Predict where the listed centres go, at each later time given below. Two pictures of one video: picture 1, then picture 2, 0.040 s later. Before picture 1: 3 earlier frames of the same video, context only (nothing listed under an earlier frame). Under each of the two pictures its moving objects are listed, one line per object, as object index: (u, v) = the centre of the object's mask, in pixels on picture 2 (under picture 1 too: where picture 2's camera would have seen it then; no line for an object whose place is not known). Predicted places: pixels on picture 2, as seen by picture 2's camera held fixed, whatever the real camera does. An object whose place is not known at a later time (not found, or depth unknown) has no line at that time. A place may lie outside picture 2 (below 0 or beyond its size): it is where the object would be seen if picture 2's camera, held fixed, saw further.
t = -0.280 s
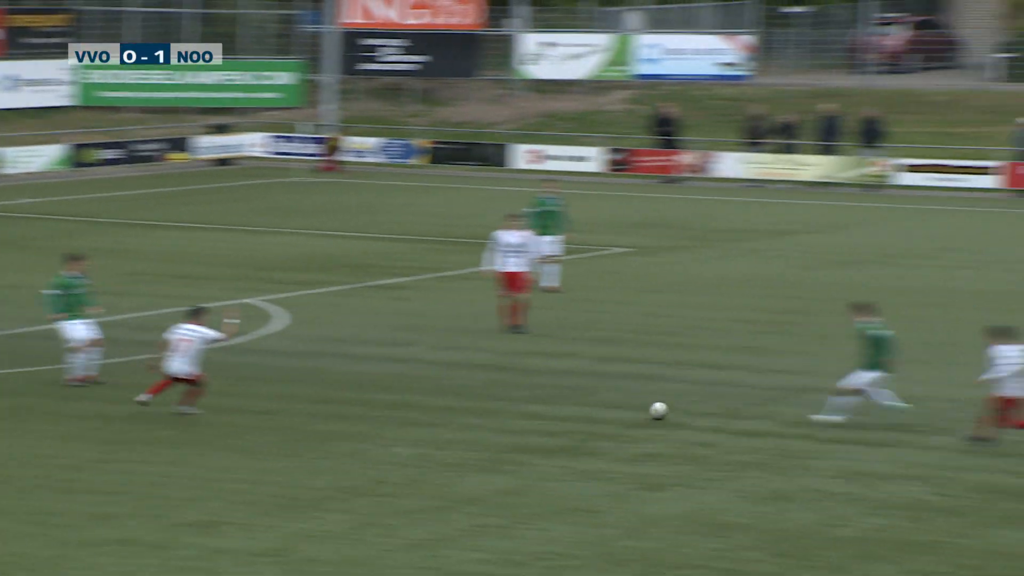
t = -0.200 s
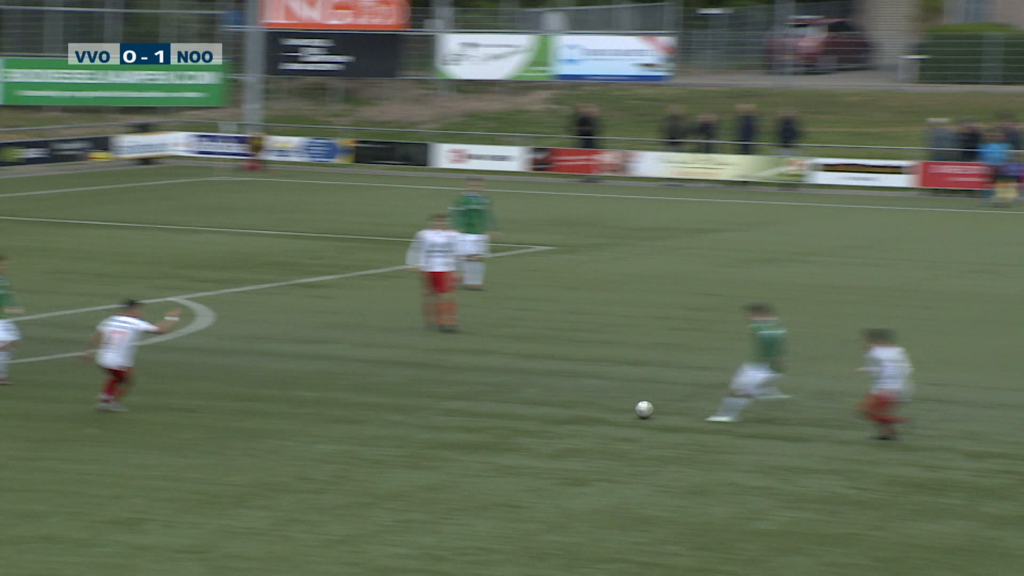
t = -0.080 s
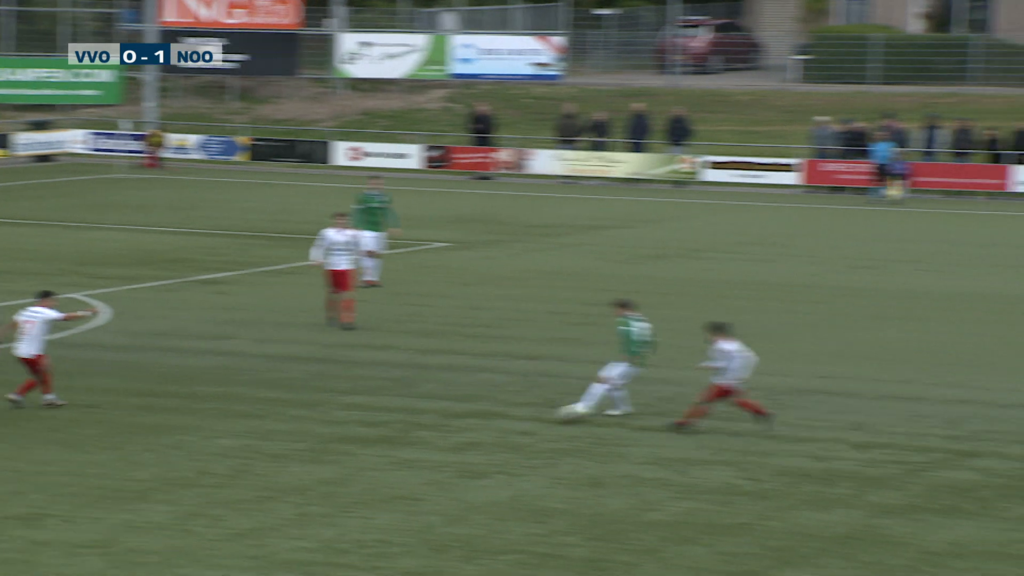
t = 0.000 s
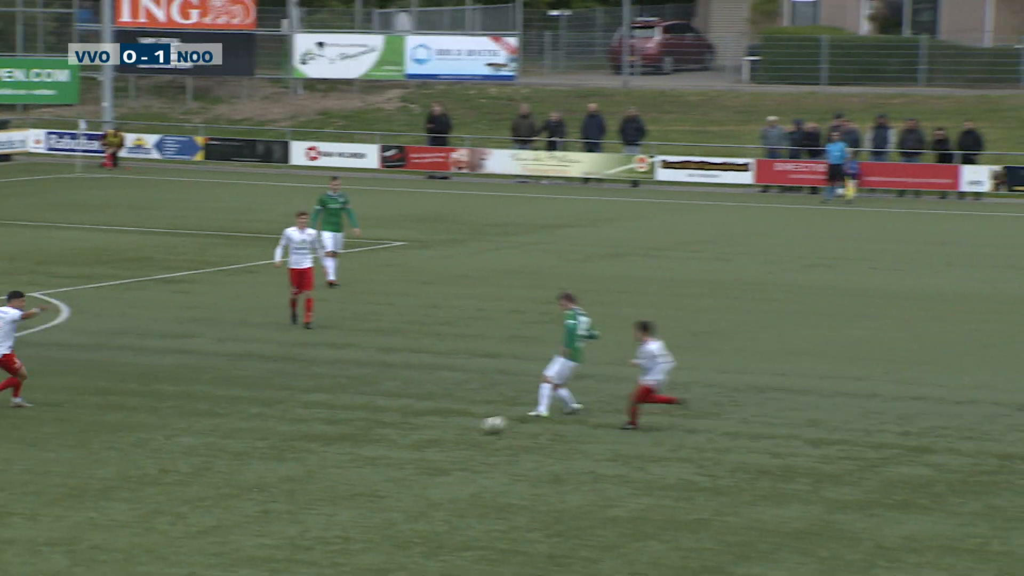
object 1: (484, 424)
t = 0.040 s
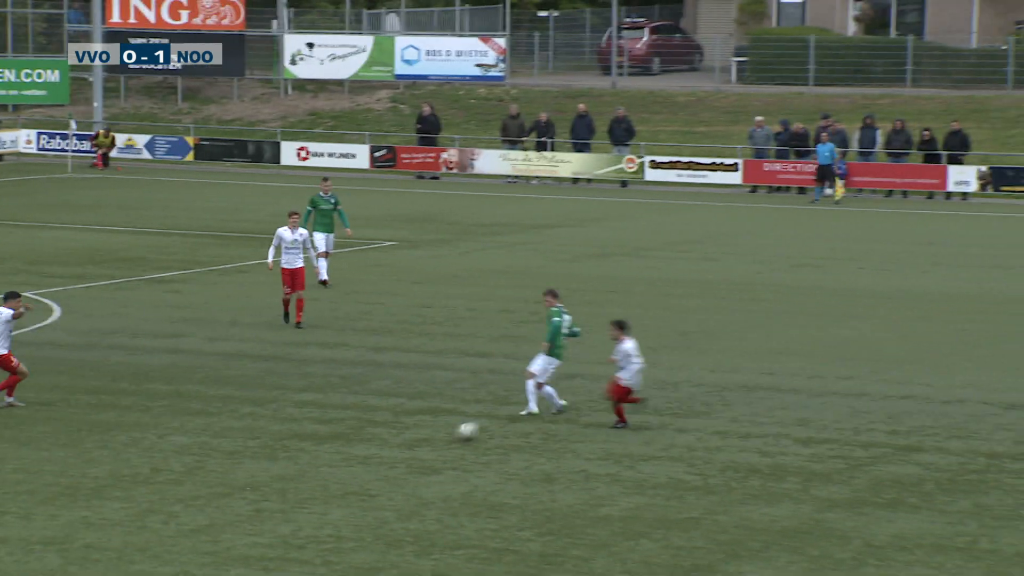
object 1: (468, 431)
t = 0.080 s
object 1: (450, 438)
